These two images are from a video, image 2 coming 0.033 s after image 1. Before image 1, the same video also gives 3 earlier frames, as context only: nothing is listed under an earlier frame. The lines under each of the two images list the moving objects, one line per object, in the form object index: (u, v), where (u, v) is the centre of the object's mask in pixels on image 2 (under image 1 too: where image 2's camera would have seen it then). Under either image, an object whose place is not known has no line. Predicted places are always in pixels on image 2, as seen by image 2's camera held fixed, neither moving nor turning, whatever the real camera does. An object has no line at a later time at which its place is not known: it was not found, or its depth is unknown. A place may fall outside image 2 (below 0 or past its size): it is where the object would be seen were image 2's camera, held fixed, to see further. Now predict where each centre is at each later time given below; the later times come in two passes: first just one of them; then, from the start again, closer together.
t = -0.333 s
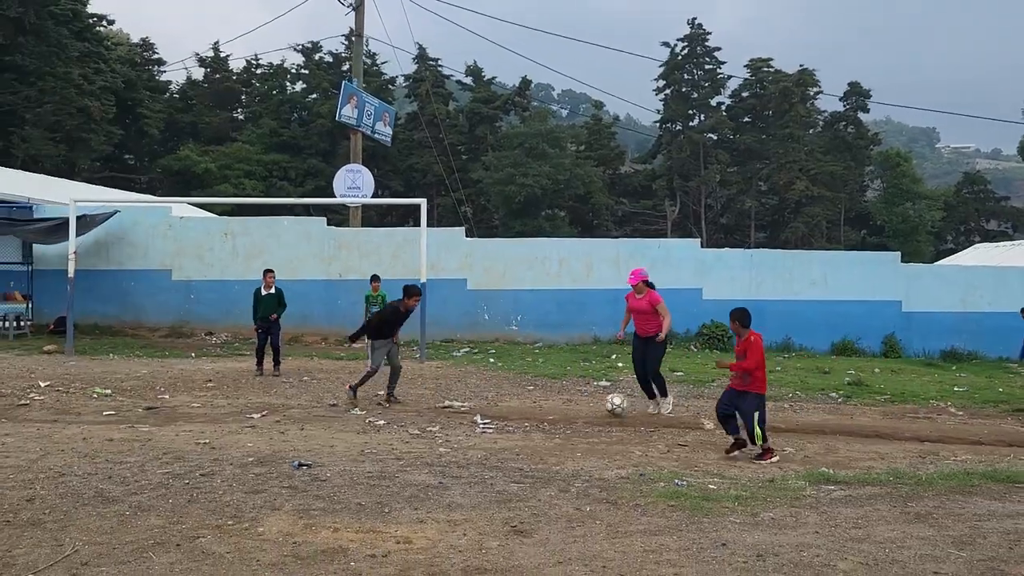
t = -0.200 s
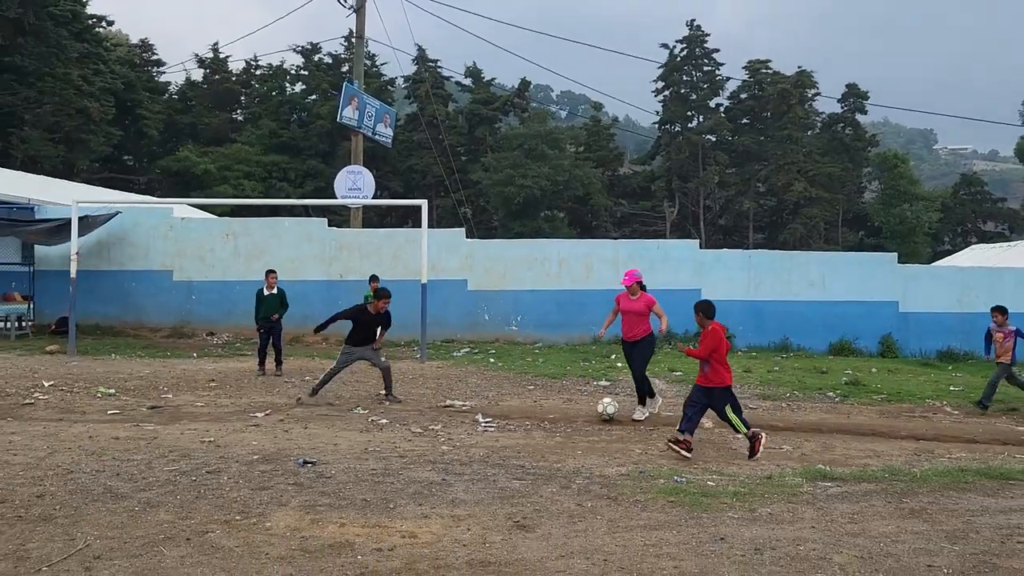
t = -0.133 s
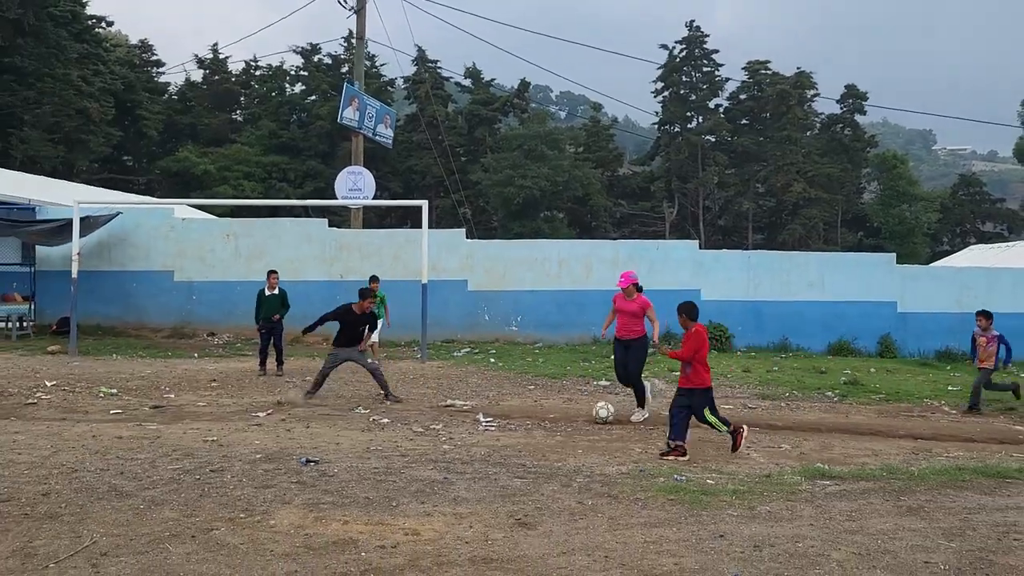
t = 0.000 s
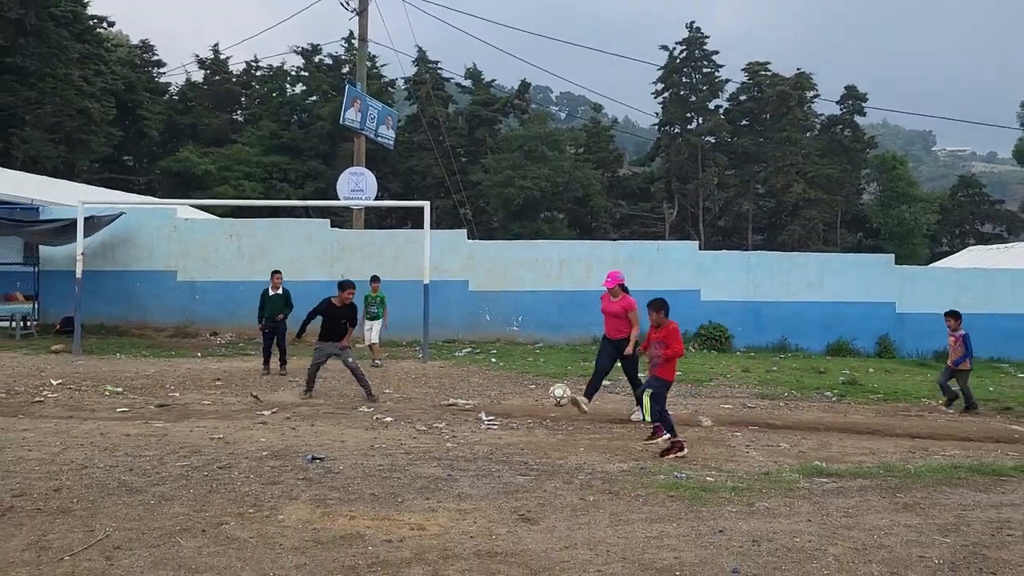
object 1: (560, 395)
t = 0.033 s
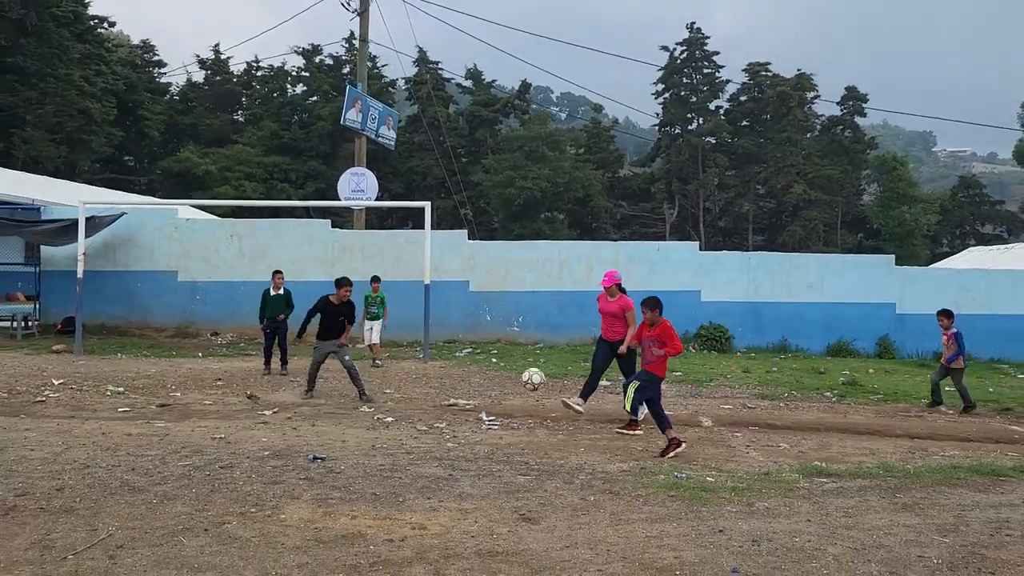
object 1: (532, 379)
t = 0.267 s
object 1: (301, 292)
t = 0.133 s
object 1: (442, 335)
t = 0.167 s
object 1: (410, 324)
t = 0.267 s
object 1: (301, 292)
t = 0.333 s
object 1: (220, 276)
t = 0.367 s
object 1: (176, 269)
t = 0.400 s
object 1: (131, 264)
